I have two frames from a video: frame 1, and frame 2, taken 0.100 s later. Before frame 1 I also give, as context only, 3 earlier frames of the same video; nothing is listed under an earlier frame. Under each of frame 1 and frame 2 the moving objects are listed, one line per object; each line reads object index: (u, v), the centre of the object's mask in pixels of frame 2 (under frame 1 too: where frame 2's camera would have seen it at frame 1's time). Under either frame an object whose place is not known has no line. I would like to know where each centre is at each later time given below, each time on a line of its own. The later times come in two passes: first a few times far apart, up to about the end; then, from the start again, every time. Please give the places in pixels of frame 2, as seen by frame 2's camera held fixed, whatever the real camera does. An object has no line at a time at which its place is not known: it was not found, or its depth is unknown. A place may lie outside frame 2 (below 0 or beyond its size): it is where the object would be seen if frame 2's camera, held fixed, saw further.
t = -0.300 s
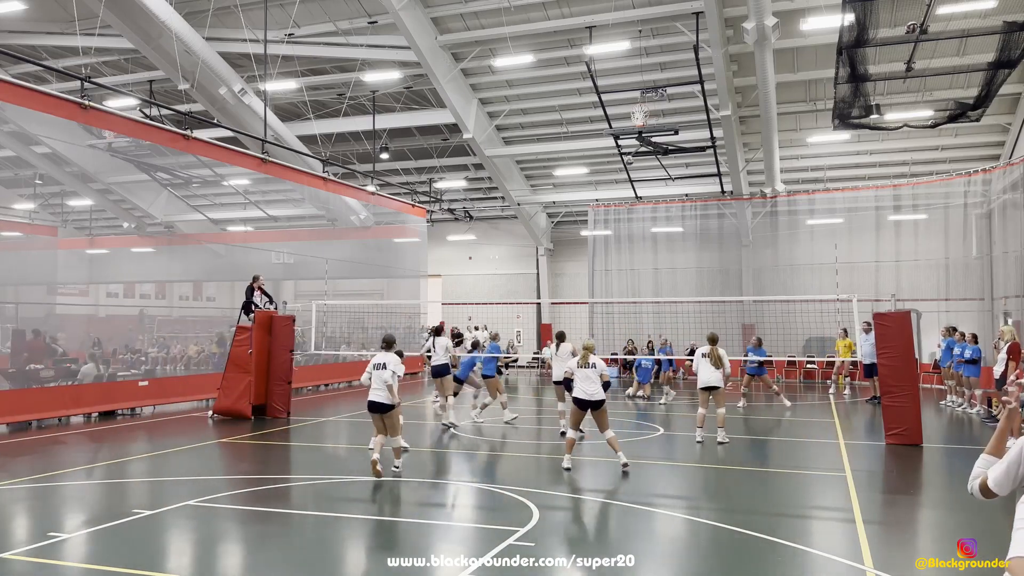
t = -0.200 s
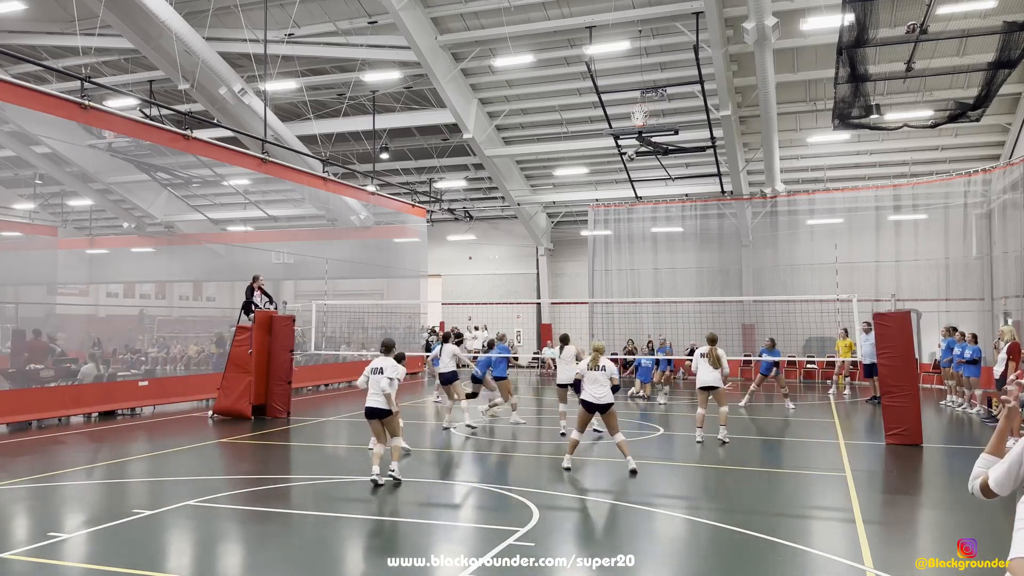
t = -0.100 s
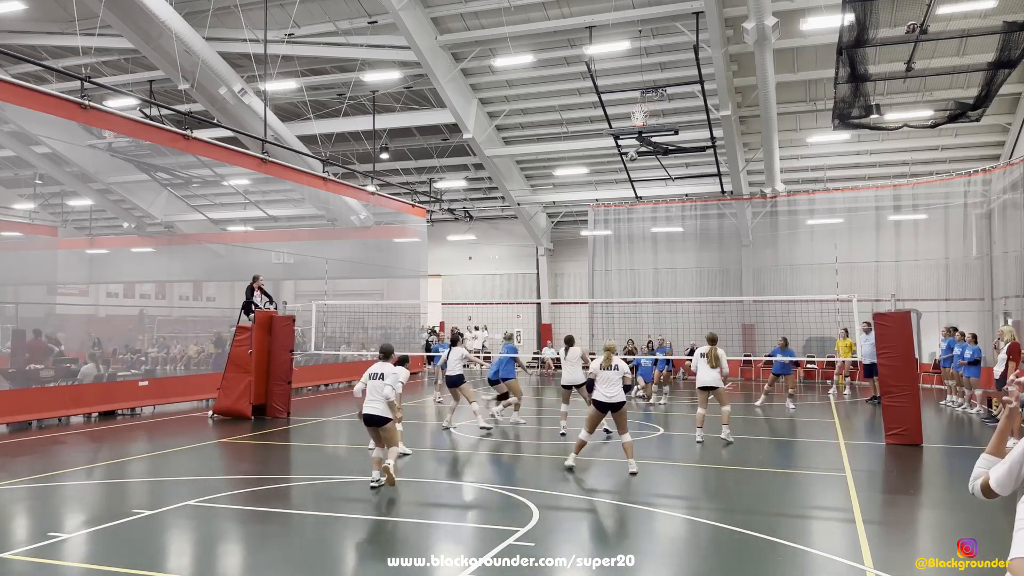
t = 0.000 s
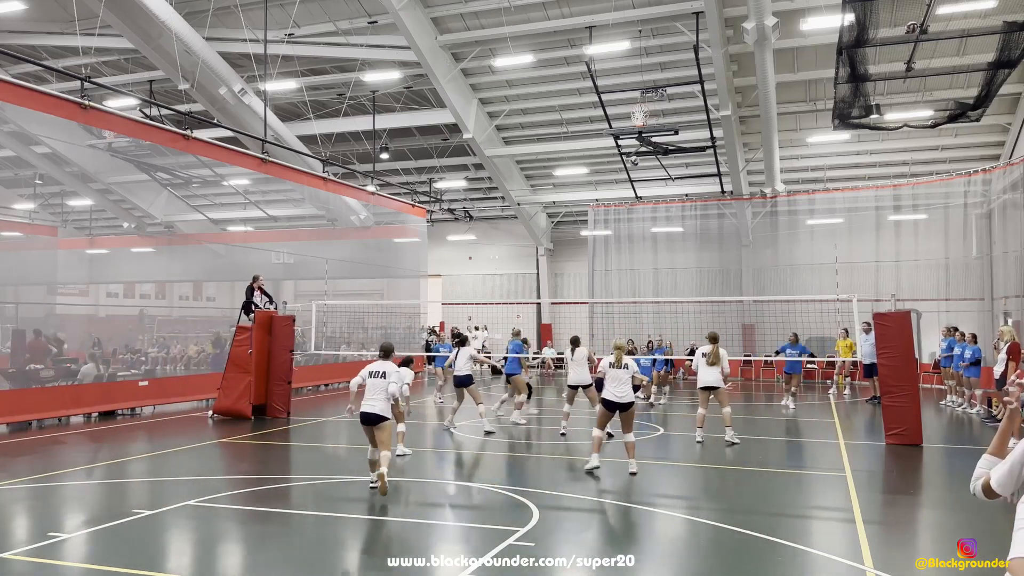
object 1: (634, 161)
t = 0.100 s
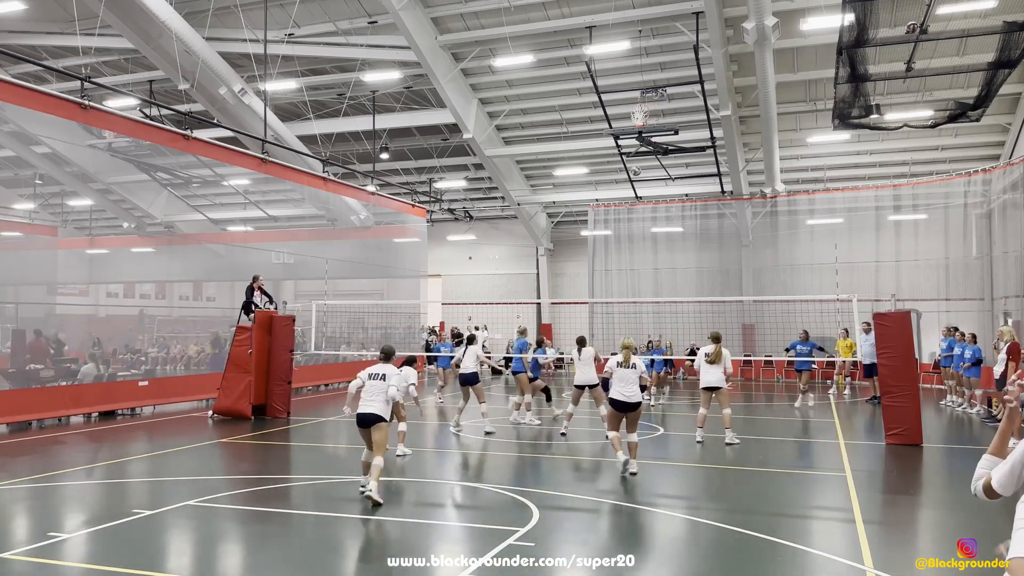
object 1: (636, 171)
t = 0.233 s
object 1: (638, 193)
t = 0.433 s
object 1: (641, 238)
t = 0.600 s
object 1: (642, 295)
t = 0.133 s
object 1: (636, 175)
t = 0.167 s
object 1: (637, 180)
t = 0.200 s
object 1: (637, 185)
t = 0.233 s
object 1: (638, 193)
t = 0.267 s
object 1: (638, 197)
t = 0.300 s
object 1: (639, 204)
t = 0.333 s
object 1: (640, 213)
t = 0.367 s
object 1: (640, 221)
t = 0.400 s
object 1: (640, 230)
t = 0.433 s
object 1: (641, 238)
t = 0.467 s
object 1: (641, 248)
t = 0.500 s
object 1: (642, 260)
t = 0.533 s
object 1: (642, 272)
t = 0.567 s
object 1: (642, 284)
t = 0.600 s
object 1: (642, 295)
